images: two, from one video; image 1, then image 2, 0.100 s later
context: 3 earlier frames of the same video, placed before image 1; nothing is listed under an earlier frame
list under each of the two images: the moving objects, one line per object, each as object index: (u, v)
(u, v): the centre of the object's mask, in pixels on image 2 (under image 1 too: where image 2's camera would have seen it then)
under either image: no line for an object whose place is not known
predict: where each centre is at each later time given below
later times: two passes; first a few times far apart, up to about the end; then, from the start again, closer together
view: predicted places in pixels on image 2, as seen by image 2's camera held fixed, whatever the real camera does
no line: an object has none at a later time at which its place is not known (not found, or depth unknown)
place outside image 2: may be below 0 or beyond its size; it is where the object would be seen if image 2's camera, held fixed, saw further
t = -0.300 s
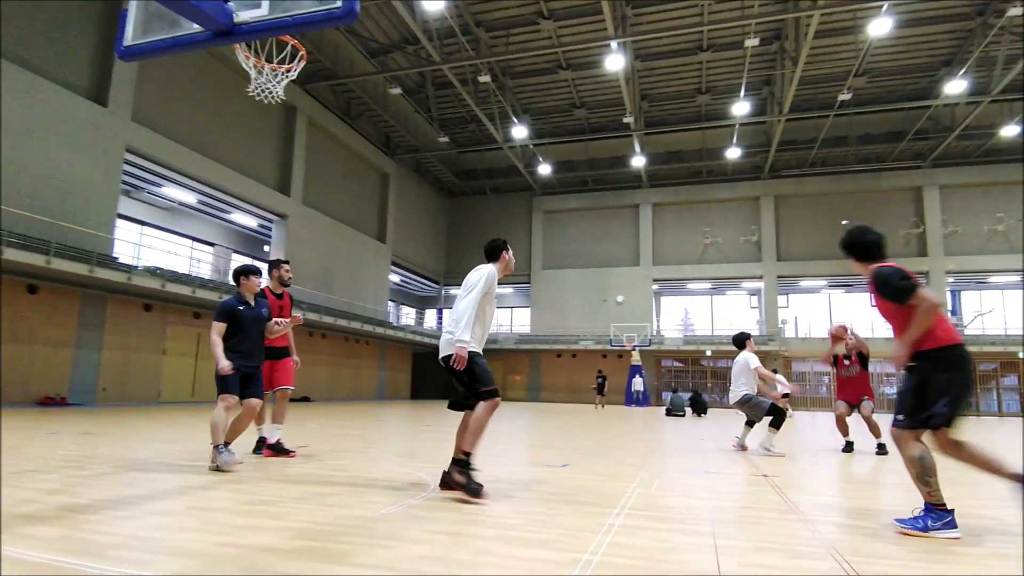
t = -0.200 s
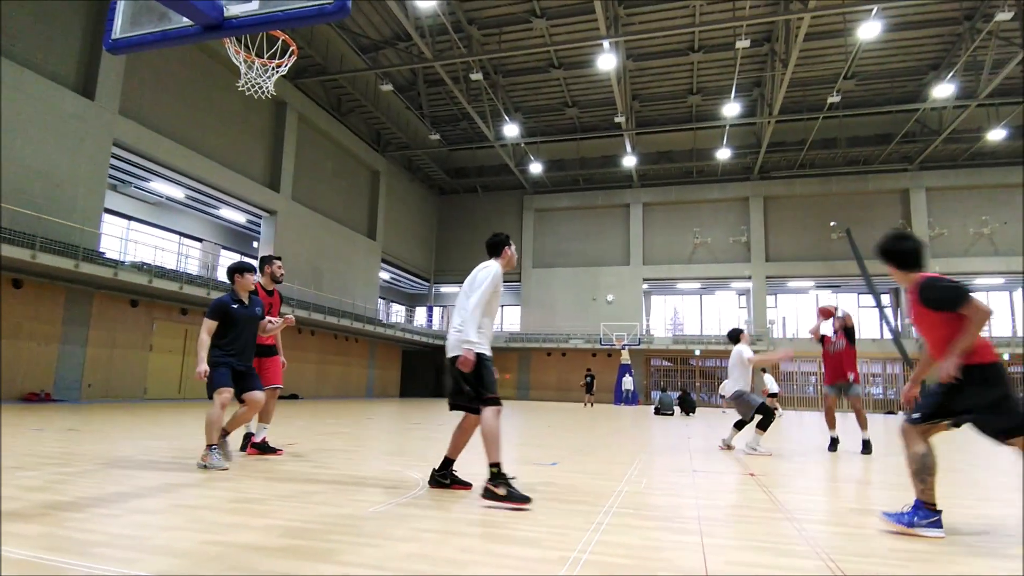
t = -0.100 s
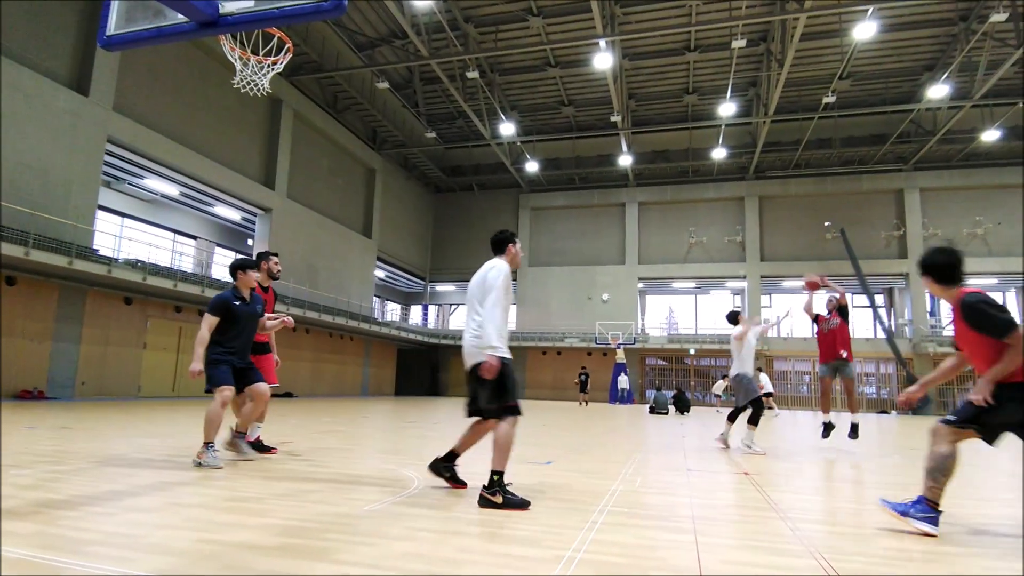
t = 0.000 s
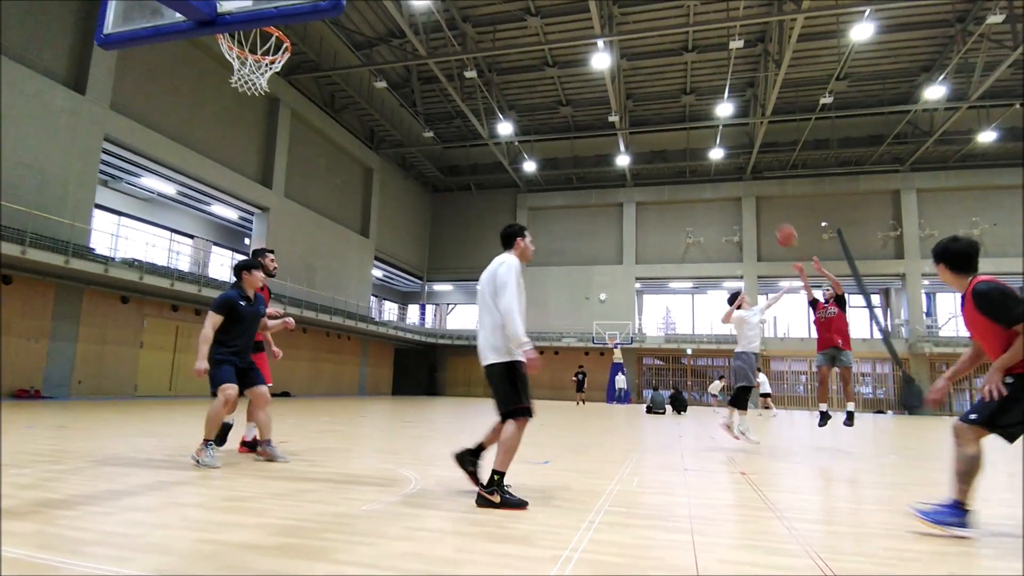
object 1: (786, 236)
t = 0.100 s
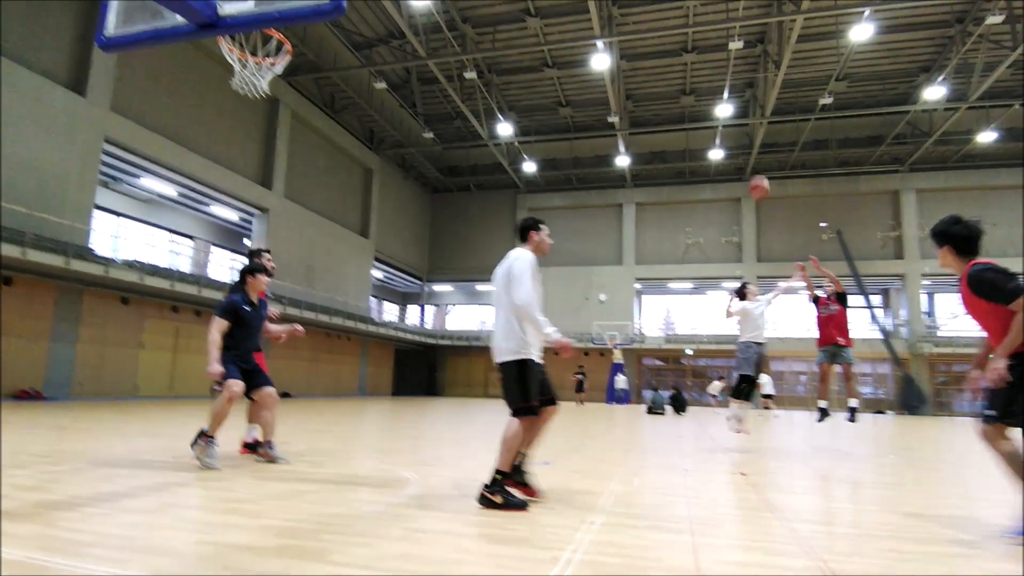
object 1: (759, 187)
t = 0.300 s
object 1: (700, 103)
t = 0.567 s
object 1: (608, 21)
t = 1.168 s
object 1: (274, 47)
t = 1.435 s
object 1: (220, 79)
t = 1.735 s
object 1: (197, 217)
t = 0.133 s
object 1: (750, 171)
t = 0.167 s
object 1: (740, 157)
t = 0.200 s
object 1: (731, 143)
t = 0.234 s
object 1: (720, 130)
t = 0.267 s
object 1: (709, 116)
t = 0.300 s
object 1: (700, 103)
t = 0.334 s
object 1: (690, 91)
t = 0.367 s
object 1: (679, 79)
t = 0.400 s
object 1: (668, 67)
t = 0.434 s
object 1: (656, 56)
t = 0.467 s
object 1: (645, 47)
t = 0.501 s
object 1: (633, 37)
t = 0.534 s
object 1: (620, 28)
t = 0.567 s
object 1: (608, 21)
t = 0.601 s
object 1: (595, 14)
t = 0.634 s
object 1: (581, 6)
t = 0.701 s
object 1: (552, -2)
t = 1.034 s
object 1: (372, 0)
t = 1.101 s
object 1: (330, 31)
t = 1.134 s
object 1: (305, 38)
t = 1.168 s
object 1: (274, 47)
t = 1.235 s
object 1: (228, 57)
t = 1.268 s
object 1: (227, 56)
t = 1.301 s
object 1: (226, 56)
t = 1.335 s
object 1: (225, 58)
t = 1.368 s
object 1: (223, 63)
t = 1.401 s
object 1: (222, 72)
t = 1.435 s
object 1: (220, 79)
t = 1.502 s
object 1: (216, 98)
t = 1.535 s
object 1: (214, 111)
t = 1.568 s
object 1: (212, 125)
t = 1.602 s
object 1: (211, 140)
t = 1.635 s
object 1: (208, 157)
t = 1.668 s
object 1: (204, 173)
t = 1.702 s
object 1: (201, 191)
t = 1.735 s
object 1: (197, 217)
